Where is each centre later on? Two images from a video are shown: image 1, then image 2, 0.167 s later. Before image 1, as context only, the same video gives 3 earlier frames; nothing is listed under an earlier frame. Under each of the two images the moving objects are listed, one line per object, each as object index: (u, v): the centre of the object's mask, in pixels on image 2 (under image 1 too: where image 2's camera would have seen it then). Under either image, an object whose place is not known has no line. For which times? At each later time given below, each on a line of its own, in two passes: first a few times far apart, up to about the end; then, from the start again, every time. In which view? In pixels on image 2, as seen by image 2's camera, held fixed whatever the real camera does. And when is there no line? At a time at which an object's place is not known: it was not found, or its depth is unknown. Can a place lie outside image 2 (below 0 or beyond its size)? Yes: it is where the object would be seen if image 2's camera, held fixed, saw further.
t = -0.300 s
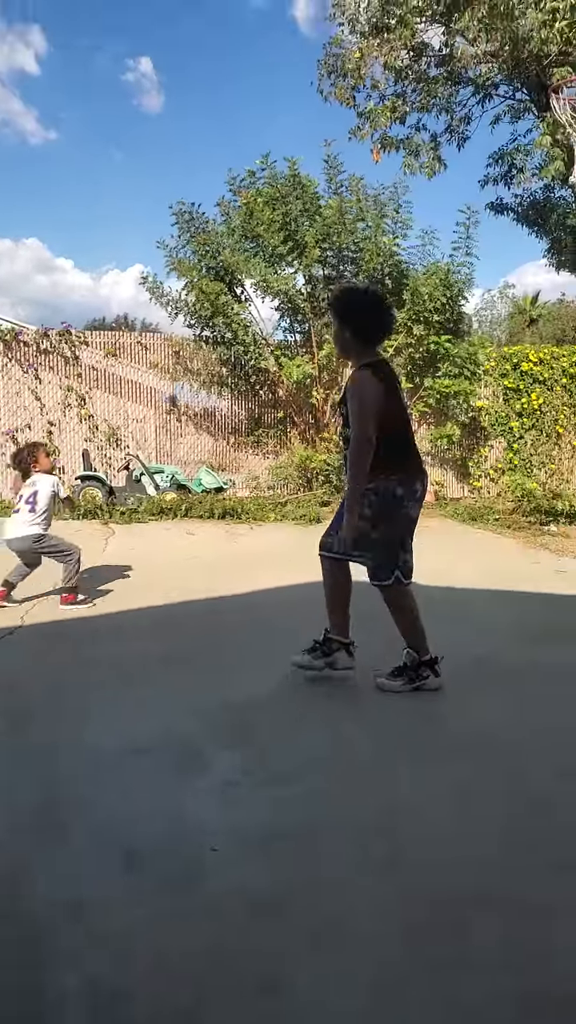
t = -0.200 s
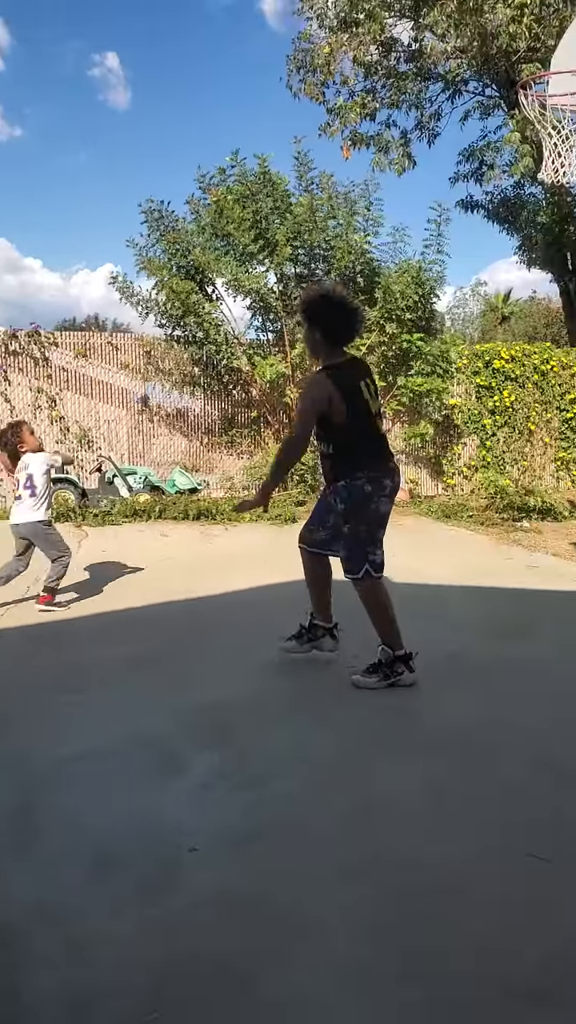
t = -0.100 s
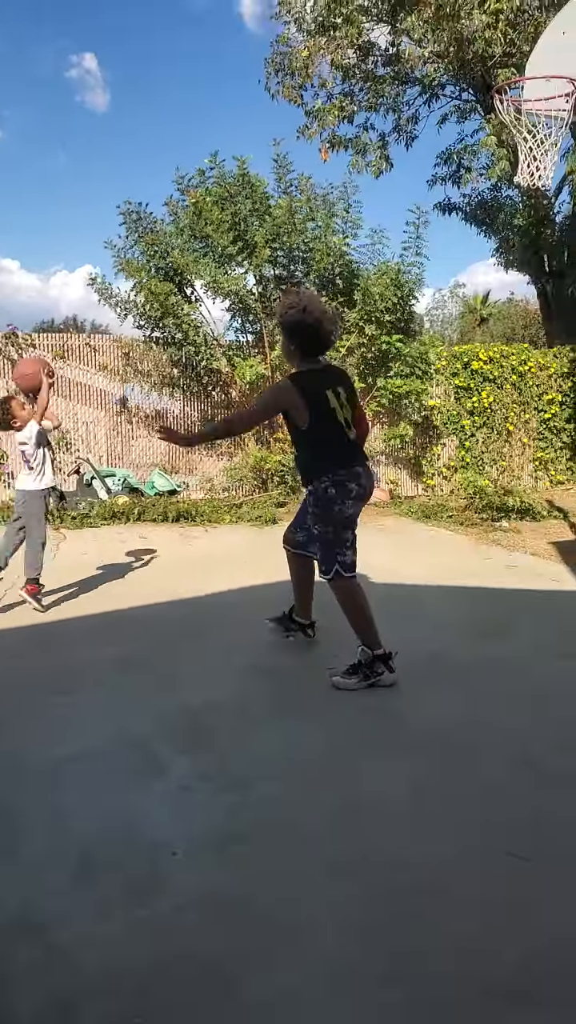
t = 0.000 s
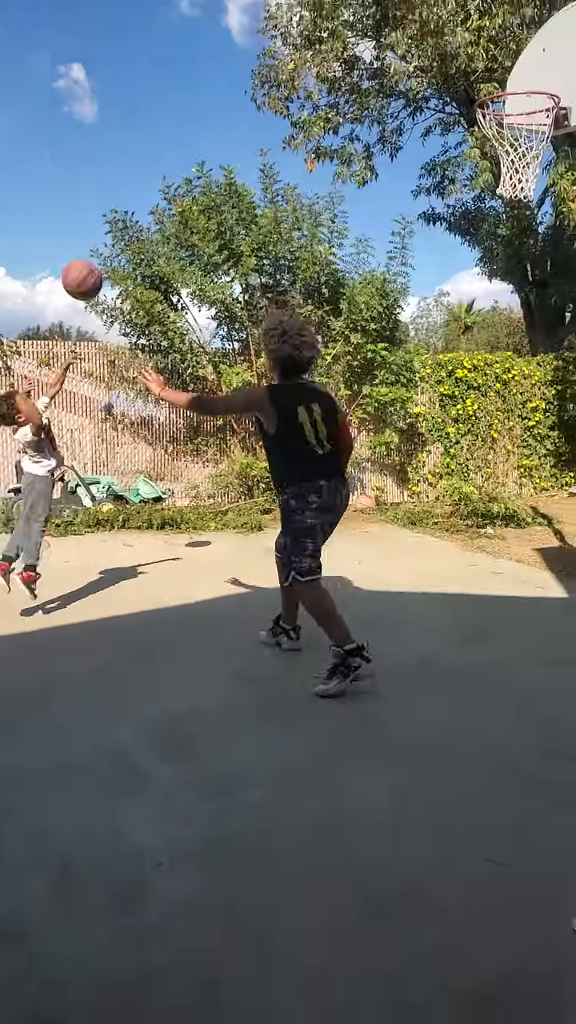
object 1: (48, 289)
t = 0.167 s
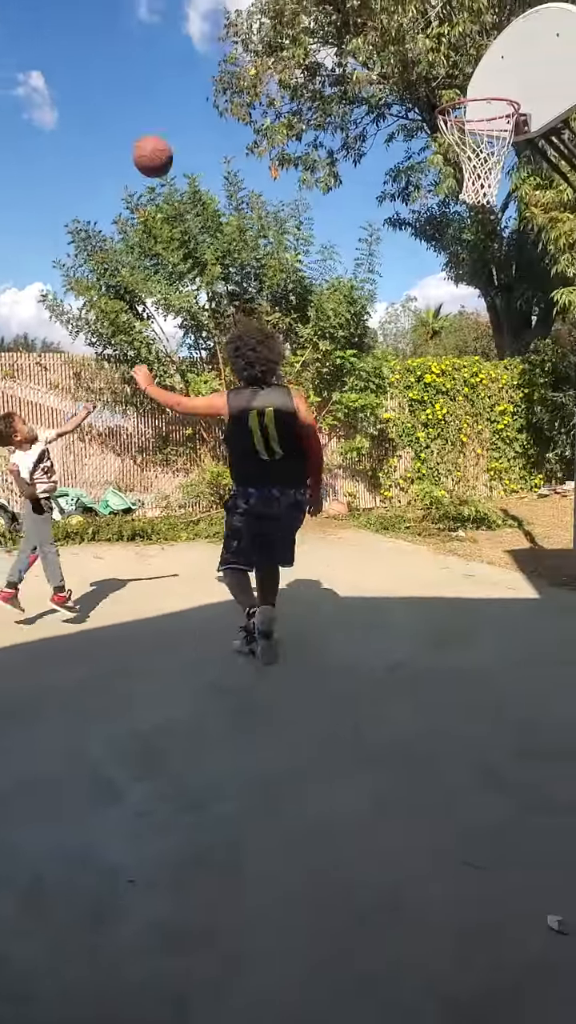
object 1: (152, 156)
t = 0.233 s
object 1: (194, 118)
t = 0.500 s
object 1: (354, 46)
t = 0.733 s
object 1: (484, 86)
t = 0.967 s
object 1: (497, 50)
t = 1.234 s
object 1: (477, 81)
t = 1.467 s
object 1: (479, 99)
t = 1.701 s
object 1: (474, 178)
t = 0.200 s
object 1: (173, 137)
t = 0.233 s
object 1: (194, 118)
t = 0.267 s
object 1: (214, 102)
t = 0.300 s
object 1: (233, 88)
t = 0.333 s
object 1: (255, 77)
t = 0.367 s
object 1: (275, 67)
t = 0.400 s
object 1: (295, 59)
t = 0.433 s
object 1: (314, 52)
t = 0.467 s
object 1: (334, 48)
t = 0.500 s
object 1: (354, 46)
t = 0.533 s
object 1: (374, 47)
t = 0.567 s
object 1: (393, 49)
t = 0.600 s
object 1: (411, 52)
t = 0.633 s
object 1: (429, 58)
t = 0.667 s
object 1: (448, 65)
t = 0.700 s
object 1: (466, 75)
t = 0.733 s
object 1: (484, 86)
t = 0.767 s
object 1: (501, 99)
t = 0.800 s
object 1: (508, 85)
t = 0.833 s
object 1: (506, 76)
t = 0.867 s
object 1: (504, 67)
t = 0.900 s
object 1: (502, 59)
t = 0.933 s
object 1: (499, 54)
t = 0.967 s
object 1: (497, 50)
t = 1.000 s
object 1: (494, 49)
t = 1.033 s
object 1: (491, 49)
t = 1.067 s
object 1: (488, 52)
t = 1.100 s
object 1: (485, 56)
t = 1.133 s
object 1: (482, 62)
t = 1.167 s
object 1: (479, 71)
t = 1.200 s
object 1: (476, 80)
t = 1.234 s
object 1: (477, 81)
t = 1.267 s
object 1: (477, 79)
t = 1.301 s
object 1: (478, 79)
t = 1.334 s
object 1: (479, 81)
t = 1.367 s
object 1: (480, 84)
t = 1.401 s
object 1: (480, 90)
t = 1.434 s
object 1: (479, 94)
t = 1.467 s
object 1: (479, 99)
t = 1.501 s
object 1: (478, 106)
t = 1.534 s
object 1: (477, 116)
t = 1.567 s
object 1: (477, 125)
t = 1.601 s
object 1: (478, 135)
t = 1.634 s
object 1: (478, 149)
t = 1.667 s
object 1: (477, 165)
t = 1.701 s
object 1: (474, 178)
